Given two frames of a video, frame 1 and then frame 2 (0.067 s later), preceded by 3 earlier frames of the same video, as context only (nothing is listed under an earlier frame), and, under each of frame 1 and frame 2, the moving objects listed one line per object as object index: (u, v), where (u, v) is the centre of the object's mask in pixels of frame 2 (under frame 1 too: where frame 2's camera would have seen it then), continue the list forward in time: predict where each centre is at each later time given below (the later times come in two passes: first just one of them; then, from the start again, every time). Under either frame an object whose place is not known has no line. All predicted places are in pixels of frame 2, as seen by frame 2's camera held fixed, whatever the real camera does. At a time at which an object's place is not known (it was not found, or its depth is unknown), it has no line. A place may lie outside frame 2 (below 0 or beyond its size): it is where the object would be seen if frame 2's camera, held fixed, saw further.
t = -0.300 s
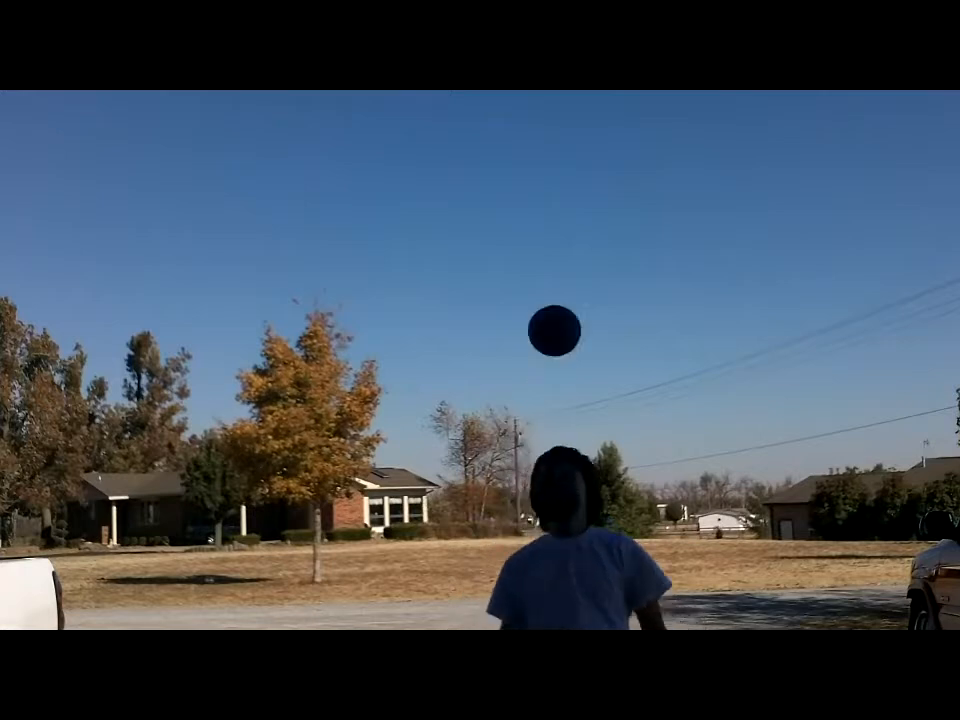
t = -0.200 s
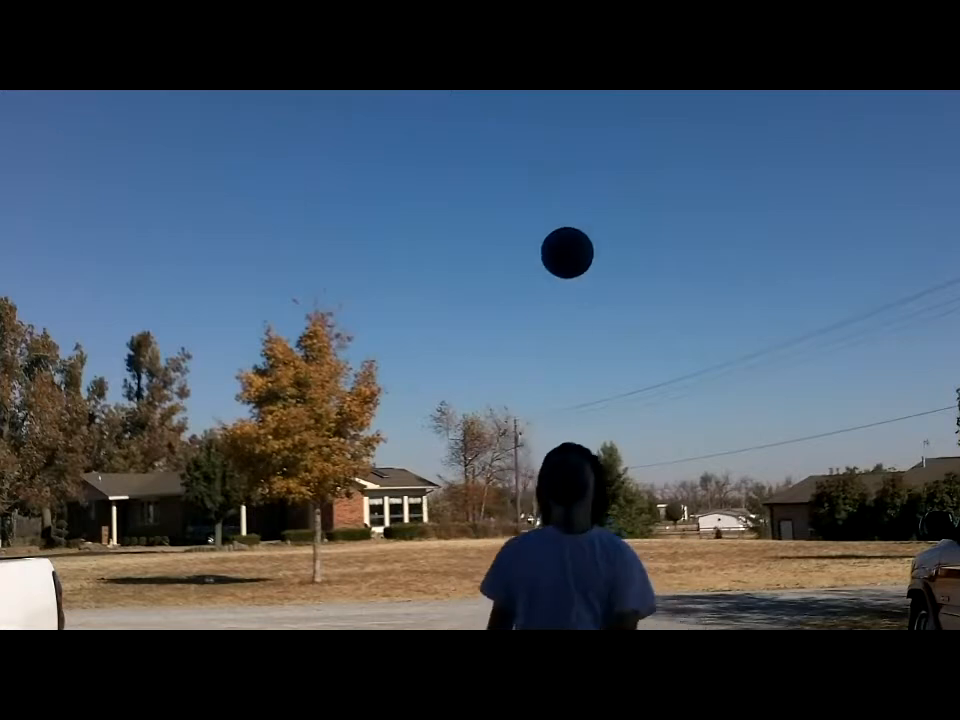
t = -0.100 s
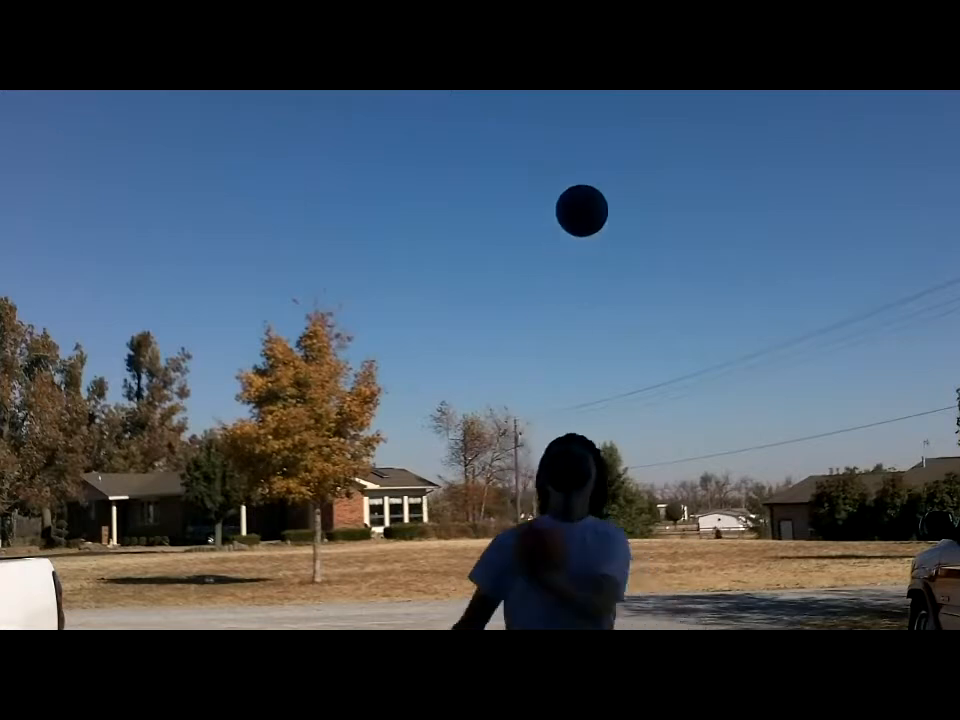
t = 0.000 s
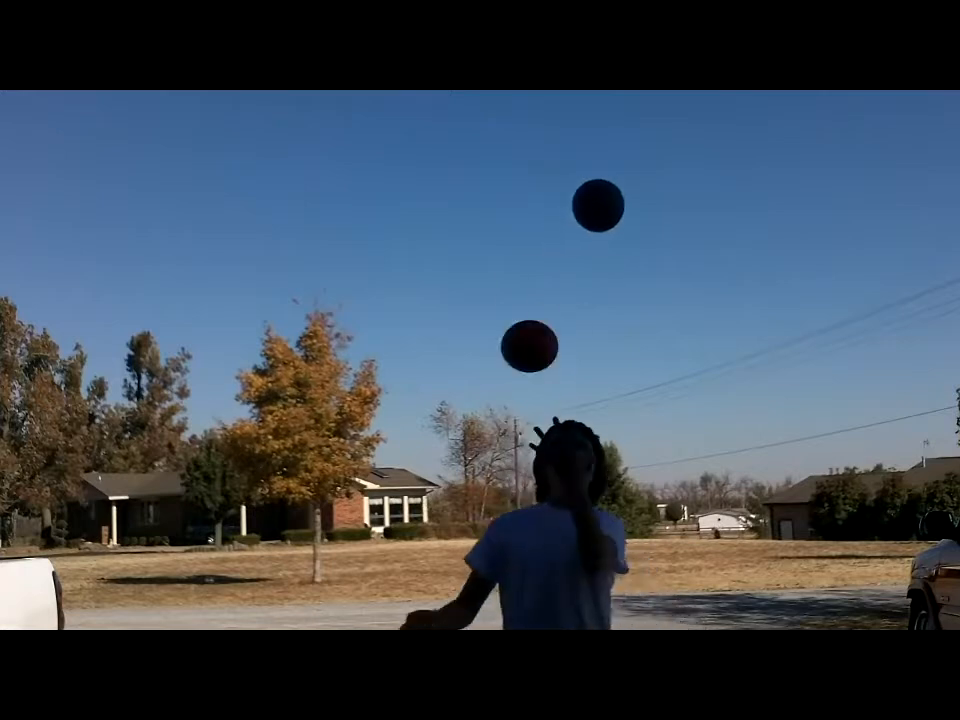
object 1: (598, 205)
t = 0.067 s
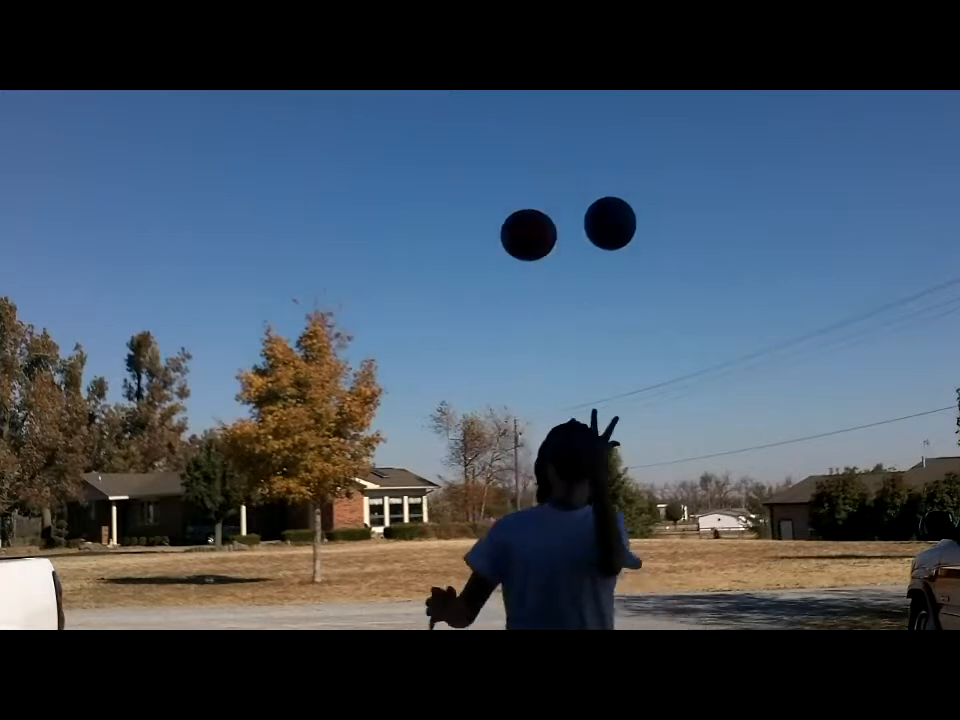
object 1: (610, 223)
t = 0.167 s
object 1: (629, 284)
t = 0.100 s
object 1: (616, 239)
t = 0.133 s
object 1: (623, 259)
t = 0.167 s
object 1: (629, 284)
